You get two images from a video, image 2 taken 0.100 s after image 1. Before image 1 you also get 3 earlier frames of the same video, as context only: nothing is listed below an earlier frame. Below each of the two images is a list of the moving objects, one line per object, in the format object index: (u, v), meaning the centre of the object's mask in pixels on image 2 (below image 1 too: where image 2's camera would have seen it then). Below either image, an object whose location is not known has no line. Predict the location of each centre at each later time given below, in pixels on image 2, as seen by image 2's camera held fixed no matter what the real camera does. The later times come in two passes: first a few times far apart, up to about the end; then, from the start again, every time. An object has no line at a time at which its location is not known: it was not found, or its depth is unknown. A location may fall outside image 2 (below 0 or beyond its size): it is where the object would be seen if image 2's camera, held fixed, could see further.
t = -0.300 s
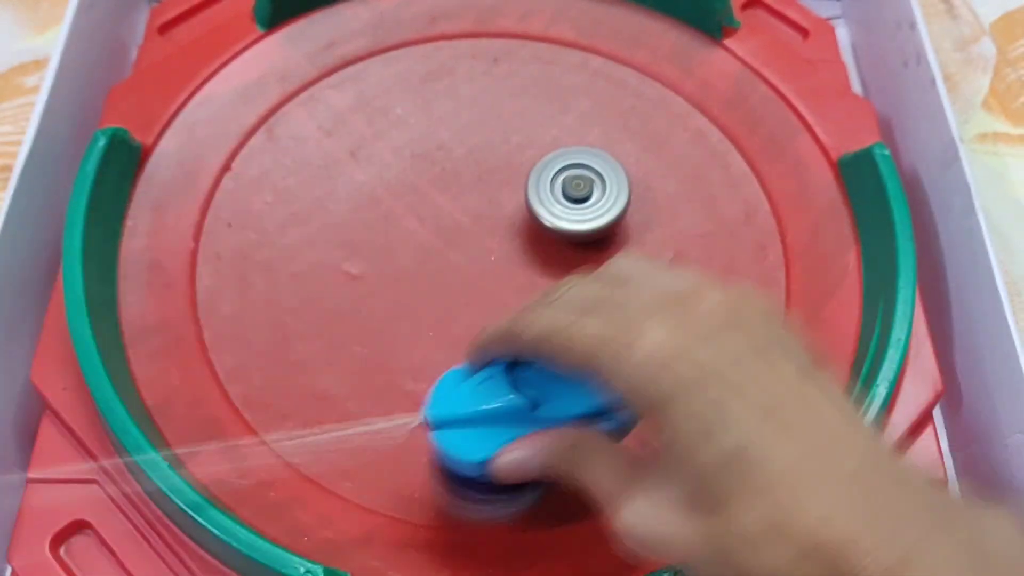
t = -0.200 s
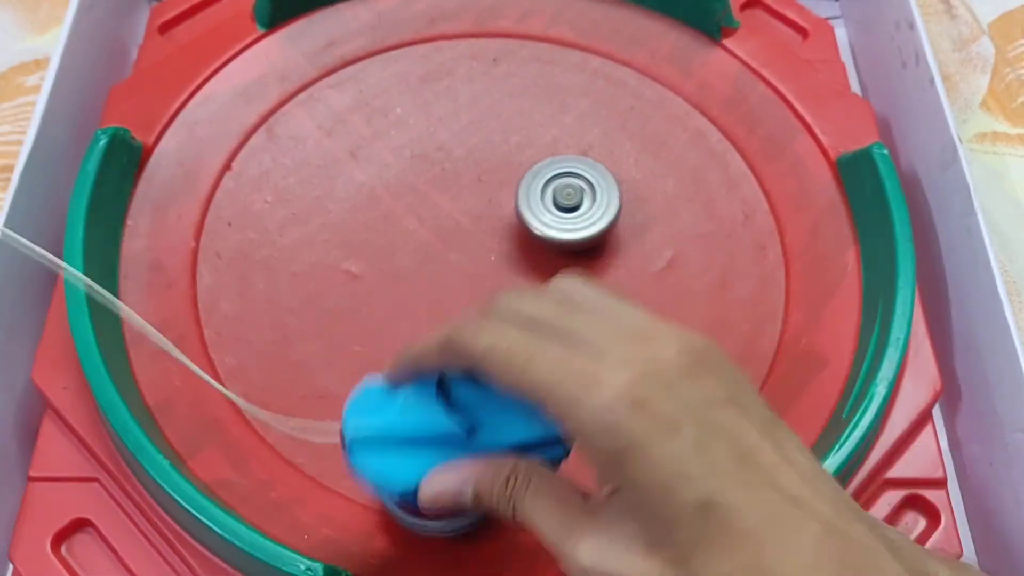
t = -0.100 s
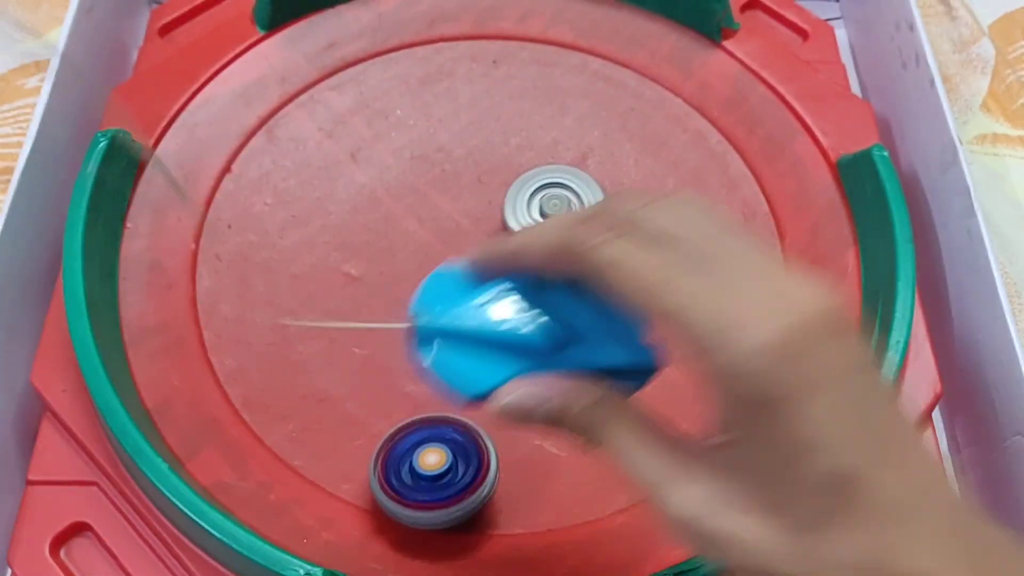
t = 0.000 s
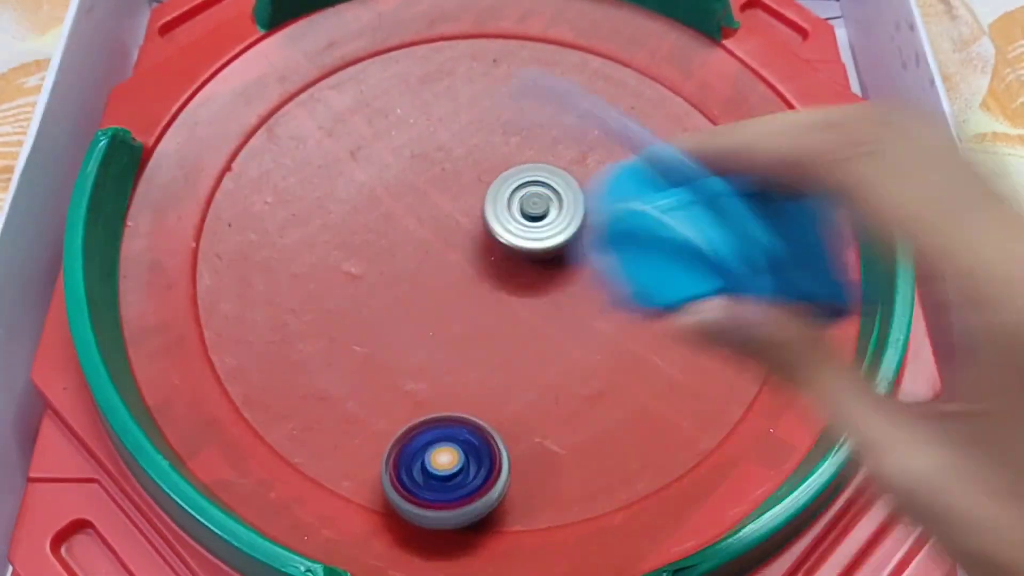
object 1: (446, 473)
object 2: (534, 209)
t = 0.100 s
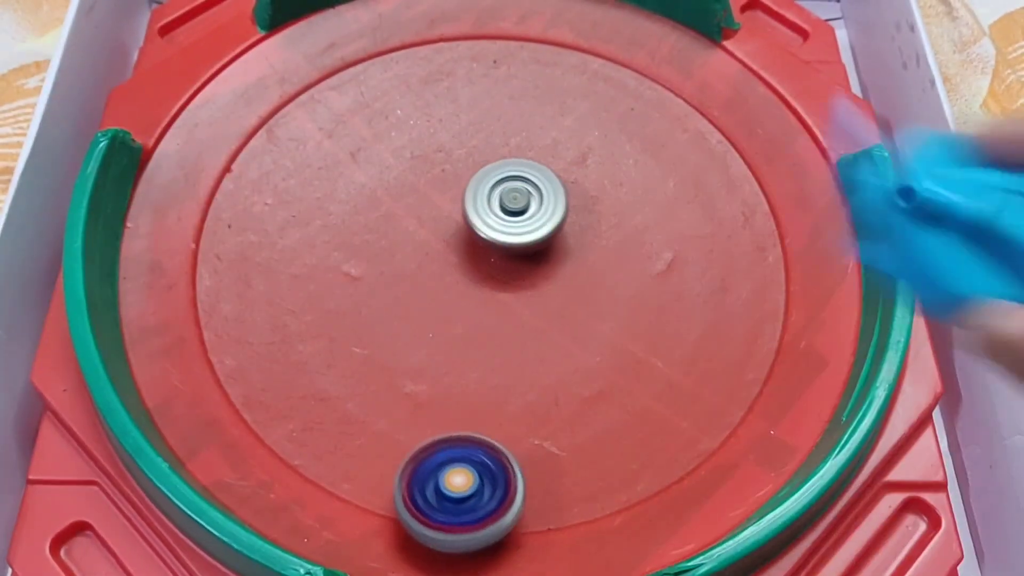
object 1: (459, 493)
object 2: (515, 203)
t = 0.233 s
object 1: (483, 497)
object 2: (494, 196)
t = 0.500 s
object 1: (491, 415)
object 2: (478, 182)
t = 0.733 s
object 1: (388, 365)
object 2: (480, 194)
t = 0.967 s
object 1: (306, 390)
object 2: (463, 218)
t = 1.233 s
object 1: (370, 387)
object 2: (444, 241)
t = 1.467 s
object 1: (318, 295)
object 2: (453, 245)
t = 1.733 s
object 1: (273, 318)
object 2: (486, 271)
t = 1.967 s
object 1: (353, 267)
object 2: (487, 301)
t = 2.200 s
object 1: (320, 170)
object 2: (467, 294)
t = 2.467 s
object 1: (268, 196)
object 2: (516, 281)
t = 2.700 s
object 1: (389, 198)
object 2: (552, 297)
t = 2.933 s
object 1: (433, 89)
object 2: (540, 298)
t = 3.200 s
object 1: (345, 84)
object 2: (560, 261)
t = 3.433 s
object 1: (444, 160)
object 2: (574, 258)
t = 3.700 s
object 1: (564, 81)
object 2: (569, 253)
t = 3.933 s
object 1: (516, 36)
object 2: (561, 232)
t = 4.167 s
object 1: (501, 119)
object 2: (567, 221)
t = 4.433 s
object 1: (613, 148)
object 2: (533, 252)
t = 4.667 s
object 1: (656, 117)
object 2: (489, 238)
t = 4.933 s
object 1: (618, 130)
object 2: (509, 225)
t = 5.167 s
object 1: (642, 198)
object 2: (509, 246)
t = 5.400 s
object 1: (690, 226)
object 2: (477, 252)
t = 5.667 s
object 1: (708, 235)
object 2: (488, 237)
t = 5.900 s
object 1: (699, 279)
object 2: (501, 258)
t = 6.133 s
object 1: (704, 299)
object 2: (489, 265)
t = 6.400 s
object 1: (664, 354)
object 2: (502, 253)
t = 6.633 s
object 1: (653, 365)
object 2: (527, 257)
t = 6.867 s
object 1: (584, 405)
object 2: (535, 264)
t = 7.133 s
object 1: (601, 388)
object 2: (544, 260)
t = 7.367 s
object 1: (471, 365)
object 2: (555, 250)
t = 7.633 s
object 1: (418, 437)
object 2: (563, 257)
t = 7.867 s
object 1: (497, 393)
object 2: (547, 243)
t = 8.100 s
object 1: (420, 290)
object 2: (557, 224)
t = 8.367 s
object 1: (292, 279)
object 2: (550, 238)
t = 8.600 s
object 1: (317, 345)
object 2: (534, 233)
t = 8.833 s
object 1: (427, 277)
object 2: (529, 234)
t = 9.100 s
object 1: (376, 176)
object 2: (555, 236)
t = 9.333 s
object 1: (325, 166)
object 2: (560, 244)
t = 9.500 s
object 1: (333, 190)
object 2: (552, 250)
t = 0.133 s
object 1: (466, 497)
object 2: (509, 201)
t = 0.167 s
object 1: (473, 499)
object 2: (504, 199)
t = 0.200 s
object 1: (478, 499)
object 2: (499, 198)
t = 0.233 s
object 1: (483, 497)
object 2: (494, 196)
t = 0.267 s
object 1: (489, 494)
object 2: (489, 194)
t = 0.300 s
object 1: (494, 487)
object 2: (484, 192)
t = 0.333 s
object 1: (500, 480)
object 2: (481, 190)
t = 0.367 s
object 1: (505, 469)
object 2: (479, 187)
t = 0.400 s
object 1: (507, 456)
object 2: (478, 185)
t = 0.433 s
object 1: (506, 443)
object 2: (477, 184)
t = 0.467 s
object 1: (500, 428)
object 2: (478, 182)
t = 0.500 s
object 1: (491, 415)
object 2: (478, 182)
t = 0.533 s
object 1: (477, 402)
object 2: (478, 182)
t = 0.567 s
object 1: (461, 391)
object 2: (479, 182)
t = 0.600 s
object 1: (445, 382)
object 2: (479, 183)
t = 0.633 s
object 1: (429, 375)
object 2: (481, 185)
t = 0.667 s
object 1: (414, 369)
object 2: (481, 188)
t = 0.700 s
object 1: (402, 367)
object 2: (481, 191)
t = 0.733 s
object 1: (388, 365)
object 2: (480, 194)
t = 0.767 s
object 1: (371, 364)
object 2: (478, 197)
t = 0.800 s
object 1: (355, 365)
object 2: (476, 199)
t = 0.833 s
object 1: (340, 366)
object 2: (474, 202)
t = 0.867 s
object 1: (324, 368)
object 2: (472, 206)
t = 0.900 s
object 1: (316, 373)
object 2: (469, 211)
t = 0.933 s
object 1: (310, 381)
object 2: (466, 215)
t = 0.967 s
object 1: (306, 390)
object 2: (463, 218)
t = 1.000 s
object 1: (306, 397)
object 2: (461, 221)
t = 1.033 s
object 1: (307, 404)
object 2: (459, 225)
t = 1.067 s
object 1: (311, 409)
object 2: (456, 227)
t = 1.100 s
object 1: (319, 413)
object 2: (454, 230)
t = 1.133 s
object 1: (329, 413)
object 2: (451, 233)
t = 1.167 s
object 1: (342, 409)
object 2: (449, 236)
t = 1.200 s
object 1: (357, 400)
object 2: (447, 238)
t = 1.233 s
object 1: (370, 387)
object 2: (444, 241)
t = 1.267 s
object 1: (378, 368)
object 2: (442, 243)
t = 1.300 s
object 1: (380, 348)
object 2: (440, 246)
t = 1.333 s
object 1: (376, 331)
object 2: (437, 248)
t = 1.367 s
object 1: (362, 320)
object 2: (440, 245)
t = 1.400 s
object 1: (347, 309)
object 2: (443, 244)
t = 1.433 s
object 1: (333, 301)
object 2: (447, 244)
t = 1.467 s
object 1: (318, 295)
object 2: (453, 245)
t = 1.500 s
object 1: (305, 291)
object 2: (459, 245)
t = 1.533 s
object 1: (291, 289)
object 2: (465, 246)
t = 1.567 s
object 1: (279, 288)
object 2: (470, 247)
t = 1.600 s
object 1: (270, 293)
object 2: (476, 250)
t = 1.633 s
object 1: (265, 299)
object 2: (481, 254)
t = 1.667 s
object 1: (264, 305)
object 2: (484, 259)
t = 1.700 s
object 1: (267, 312)
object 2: (486, 265)
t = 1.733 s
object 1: (273, 318)
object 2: (486, 271)
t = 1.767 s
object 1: (284, 322)
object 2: (486, 275)
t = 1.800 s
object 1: (298, 323)
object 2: (486, 280)
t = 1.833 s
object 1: (312, 317)
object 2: (485, 285)
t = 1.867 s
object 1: (324, 307)
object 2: (486, 288)
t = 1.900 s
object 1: (337, 295)
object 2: (486, 293)
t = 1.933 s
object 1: (347, 283)
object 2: (487, 297)
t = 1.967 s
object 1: (353, 267)
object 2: (487, 301)
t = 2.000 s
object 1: (356, 249)
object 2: (485, 304)
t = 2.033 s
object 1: (358, 231)
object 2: (480, 305)
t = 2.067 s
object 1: (355, 216)
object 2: (475, 305)
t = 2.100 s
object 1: (349, 201)
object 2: (470, 304)
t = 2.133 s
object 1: (341, 188)
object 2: (467, 302)
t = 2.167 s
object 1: (331, 178)
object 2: (465, 299)
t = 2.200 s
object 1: (320, 170)
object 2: (467, 294)
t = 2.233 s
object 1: (309, 164)
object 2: (471, 289)
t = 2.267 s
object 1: (297, 161)
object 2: (477, 288)
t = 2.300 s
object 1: (287, 161)
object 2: (483, 286)
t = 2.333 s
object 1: (277, 163)
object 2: (489, 283)
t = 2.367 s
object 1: (271, 168)
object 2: (495, 281)
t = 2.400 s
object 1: (266, 176)
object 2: (503, 280)
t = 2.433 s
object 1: (265, 187)
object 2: (509, 280)
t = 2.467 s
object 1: (268, 196)
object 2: (516, 281)
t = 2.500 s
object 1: (276, 205)
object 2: (523, 282)
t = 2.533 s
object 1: (289, 214)
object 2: (530, 283)
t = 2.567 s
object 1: (306, 218)
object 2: (537, 285)
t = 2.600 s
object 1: (326, 218)
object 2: (544, 287)
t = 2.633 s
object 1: (349, 216)
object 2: (548, 289)
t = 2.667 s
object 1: (370, 209)
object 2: (550, 293)
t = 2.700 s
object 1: (389, 198)
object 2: (552, 297)
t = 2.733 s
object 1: (408, 183)
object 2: (551, 300)
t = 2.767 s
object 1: (421, 167)
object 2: (551, 303)
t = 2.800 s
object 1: (432, 151)
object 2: (549, 304)
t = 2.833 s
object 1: (439, 133)
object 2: (547, 304)
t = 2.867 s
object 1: (441, 116)
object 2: (545, 304)
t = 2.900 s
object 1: (438, 101)
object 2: (542, 301)
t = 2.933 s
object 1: (433, 89)
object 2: (540, 298)
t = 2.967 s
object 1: (424, 76)
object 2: (539, 293)
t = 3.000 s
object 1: (412, 68)
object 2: (539, 288)
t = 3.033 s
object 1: (399, 62)
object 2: (542, 283)
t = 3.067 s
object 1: (386, 60)
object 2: (545, 278)
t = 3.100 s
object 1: (372, 60)
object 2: (548, 274)
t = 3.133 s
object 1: (359, 65)
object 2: (552, 269)
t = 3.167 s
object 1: (349, 73)
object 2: (556, 264)
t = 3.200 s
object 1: (345, 84)
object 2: (560, 261)
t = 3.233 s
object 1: (344, 97)
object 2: (564, 258)
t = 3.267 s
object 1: (348, 112)
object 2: (567, 257)
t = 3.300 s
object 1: (358, 126)
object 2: (569, 257)
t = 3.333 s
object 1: (374, 140)
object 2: (570, 257)
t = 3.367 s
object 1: (394, 152)
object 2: (572, 257)
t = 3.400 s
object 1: (417, 159)
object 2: (573, 257)
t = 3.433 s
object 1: (444, 160)
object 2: (574, 258)
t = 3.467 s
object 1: (468, 157)
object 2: (574, 257)
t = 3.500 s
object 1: (491, 151)
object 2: (574, 257)
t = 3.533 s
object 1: (512, 142)
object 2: (574, 257)
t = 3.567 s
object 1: (530, 131)
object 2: (574, 257)
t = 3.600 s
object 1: (543, 119)
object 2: (573, 256)
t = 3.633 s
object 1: (553, 107)
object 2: (572, 255)
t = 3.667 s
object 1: (560, 93)
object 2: (570, 254)
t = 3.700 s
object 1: (564, 81)
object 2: (569, 253)
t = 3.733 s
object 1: (564, 68)
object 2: (567, 251)
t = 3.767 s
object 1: (561, 56)
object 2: (565, 248)
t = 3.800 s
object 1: (556, 47)
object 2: (564, 245)
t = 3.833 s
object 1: (547, 41)
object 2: (563, 243)
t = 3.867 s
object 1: (537, 37)
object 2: (563, 239)
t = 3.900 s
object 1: (526, 36)
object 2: (562, 236)
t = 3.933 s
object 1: (516, 36)
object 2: (561, 232)
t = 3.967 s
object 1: (505, 39)
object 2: (561, 228)
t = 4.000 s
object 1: (495, 44)
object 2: (561, 225)
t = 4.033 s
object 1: (489, 56)
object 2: (561, 224)
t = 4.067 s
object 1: (485, 71)
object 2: (562, 224)
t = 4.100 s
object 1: (485, 88)
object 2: (564, 223)
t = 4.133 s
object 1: (491, 104)
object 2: (565, 222)
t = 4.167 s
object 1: (501, 119)
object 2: (567, 221)
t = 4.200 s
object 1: (513, 132)
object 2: (567, 221)
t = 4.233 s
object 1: (528, 141)
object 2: (567, 224)
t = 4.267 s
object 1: (543, 144)
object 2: (568, 235)
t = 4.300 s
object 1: (557, 146)
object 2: (564, 242)
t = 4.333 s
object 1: (571, 150)
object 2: (558, 246)
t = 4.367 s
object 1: (586, 151)
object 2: (550, 248)
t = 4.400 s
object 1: (599, 149)
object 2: (542, 250)
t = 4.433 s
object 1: (613, 148)
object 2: (533, 252)
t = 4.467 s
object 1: (624, 144)
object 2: (524, 252)
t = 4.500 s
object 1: (634, 141)
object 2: (517, 251)
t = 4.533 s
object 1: (643, 137)
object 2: (509, 249)
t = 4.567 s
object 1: (650, 132)
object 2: (503, 246)
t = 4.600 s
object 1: (654, 127)
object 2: (497, 244)
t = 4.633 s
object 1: (656, 121)
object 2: (492, 241)
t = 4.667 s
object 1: (656, 117)
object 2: (489, 238)
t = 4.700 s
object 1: (654, 113)
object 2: (486, 234)
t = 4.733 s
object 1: (652, 110)
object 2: (486, 231)
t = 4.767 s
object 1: (648, 108)
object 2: (487, 227)
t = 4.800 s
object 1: (642, 107)
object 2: (489, 224)
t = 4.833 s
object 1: (635, 109)
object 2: (493, 222)
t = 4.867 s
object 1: (628, 113)
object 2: (499, 222)
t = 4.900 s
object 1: (621, 120)
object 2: (504, 223)
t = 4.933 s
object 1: (618, 130)
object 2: (509, 225)
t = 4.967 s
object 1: (619, 141)
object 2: (513, 228)
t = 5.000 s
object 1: (621, 150)
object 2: (516, 232)
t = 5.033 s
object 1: (623, 160)
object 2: (517, 235)
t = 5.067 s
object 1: (626, 169)
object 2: (517, 238)
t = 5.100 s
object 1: (630, 180)
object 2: (515, 241)
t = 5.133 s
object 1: (636, 190)
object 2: (513, 244)
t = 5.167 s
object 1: (642, 198)
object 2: (509, 246)
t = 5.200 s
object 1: (650, 206)
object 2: (506, 248)
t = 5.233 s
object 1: (658, 213)
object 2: (501, 250)
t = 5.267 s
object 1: (665, 217)
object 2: (496, 252)
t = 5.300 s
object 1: (673, 220)
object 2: (490, 253)
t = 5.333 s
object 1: (679, 223)
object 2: (486, 254)
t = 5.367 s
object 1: (684, 225)
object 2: (481, 253)
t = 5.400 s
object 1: (690, 226)
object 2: (477, 252)
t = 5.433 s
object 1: (695, 228)
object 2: (475, 250)
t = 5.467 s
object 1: (698, 231)
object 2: (473, 247)
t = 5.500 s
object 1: (702, 232)
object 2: (472, 244)
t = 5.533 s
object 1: (706, 233)
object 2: (473, 241)
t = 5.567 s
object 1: (708, 233)
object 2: (476, 239)
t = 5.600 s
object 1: (709, 233)
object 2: (480, 236)
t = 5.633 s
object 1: (709, 233)
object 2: (484, 236)
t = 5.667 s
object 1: (708, 235)
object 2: (488, 237)
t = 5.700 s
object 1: (707, 238)
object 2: (493, 239)
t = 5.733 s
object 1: (704, 241)
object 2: (496, 242)
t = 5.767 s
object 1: (701, 247)
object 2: (499, 245)
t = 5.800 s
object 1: (699, 255)
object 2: (501, 248)
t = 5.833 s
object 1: (698, 263)
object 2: (501, 251)
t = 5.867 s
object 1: (698, 270)
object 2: (501, 254)
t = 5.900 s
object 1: (699, 279)
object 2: (501, 258)
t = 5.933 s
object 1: (701, 286)
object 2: (500, 261)
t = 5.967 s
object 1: (703, 292)
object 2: (497, 263)
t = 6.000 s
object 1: (705, 296)
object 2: (495, 264)
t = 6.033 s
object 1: (706, 298)
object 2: (494, 266)
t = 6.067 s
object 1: (707, 299)
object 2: (492, 266)
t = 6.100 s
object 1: (707, 299)
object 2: (491, 266)
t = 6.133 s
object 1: (704, 299)
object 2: (489, 265)
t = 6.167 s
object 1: (698, 300)
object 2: (486, 264)
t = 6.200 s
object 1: (691, 306)
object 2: (484, 262)
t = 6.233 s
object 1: (683, 313)
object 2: (485, 260)
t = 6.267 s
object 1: (676, 321)
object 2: (486, 257)
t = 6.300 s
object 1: (671, 330)
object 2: (488, 255)
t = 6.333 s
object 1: (668, 338)
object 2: (493, 253)
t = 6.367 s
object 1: (666, 347)
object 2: (498, 252)
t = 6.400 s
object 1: (664, 354)
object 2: (502, 253)
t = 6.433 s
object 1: (664, 360)
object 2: (507, 253)
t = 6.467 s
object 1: (664, 364)
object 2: (511, 253)
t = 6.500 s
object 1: (665, 366)
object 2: (515, 253)
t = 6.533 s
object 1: (665, 366)
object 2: (519, 254)
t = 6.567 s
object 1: (664, 366)
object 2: (522, 255)
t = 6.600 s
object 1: (661, 365)
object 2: (525, 256)
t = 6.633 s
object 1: (653, 365)
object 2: (527, 257)
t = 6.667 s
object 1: (643, 366)
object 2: (529, 258)
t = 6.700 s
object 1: (633, 370)
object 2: (531, 260)
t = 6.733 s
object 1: (623, 374)
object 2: (532, 260)
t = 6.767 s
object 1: (611, 380)
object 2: (533, 261)
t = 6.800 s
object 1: (601, 387)
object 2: (534, 262)
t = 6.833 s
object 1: (592, 396)
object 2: (535, 263)
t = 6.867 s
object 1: (584, 405)
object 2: (535, 264)
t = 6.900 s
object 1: (579, 415)
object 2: (536, 264)
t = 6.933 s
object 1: (580, 423)
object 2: (538, 264)
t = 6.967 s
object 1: (586, 429)
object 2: (540, 264)
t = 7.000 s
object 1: (595, 429)
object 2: (540, 264)
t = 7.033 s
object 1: (603, 424)
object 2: (542, 263)
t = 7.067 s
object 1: (609, 414)
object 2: (542, 262)
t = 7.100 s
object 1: (608, 401)
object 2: (543, 261)
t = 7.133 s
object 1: (601, 388)
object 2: (544, 260)
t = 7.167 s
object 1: (587, 377)
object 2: (544, 259)
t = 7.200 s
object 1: (572, 368)
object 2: (544, 256)
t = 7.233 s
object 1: (555, 362)
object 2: (545, 255)
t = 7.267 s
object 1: (533, 358)
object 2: (547, 253)
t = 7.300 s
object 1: (512, 358)
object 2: (550, 252)
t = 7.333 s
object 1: (491, 360)
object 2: (552, 250)
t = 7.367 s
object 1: (471, 365)
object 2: (555, 250)
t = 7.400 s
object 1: (453, 371)
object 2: (557, 249)
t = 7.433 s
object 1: (438, 379)
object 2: (559, 249)
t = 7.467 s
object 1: (425, 387)
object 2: (561, 249)
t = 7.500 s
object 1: (417, 397)
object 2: (564, 249)
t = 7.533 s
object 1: (411, 409)
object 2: (565, 251)
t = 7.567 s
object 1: (407, 419)
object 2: (565, 253)
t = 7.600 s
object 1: (410, 428)
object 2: (565, 255)
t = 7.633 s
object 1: (418, 437)
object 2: (563, 257)
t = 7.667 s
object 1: (429, 443)
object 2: (561, 258)
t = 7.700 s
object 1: (443, 445)
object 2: (557, 256)
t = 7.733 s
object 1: (459, 443)
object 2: (554, 254)
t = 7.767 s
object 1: (475, 435)
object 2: (552, 251)
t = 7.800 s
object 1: (487, 425)
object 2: (550, 249)
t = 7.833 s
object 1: (494, 409)
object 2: (548, 245)
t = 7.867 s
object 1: (497, 393)
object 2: (547, 243)
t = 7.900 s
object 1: (496, 375)
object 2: (547, 240)
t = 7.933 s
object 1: (491, 357)
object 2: (548, 237)
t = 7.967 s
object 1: (481, 340)
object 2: (548, 234)
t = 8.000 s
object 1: (467, 325)
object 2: (550, 231)
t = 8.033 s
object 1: (453, 312)
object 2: (552, 228)
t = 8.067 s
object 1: (437, 299)
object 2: (554, 226)
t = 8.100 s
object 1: (420, 290)
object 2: (557, 224)
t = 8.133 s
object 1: (405, 282)
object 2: (560, 225)
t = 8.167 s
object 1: (388, 275)
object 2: (562, 227)
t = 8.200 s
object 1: (367, 269)
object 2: (563, 230)
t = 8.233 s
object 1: (349, 265)
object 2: (563, 233)
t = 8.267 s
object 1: (331, 265)
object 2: (561, 236)
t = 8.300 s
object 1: (315, 268)
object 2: (558, 237)
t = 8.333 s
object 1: (303, 273)
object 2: (554, 238)
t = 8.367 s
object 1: (292, 279)
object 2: (550, 238)
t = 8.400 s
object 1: (283, 286)
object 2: (546, 238)
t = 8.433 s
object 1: (277, 295)
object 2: (543, 237)
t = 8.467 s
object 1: (276, 306)
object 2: (541, 236)
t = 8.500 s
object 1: (279, 317)
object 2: (538, 236)
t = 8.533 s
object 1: (286, 328)
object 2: (536, 235)
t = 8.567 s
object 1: (299, 338)
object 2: (535, 234)
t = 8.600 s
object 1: (317, 345)
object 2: (534, 233)
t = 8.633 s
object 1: (333, 345)
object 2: (533, 233)
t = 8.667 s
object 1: (353, 342)
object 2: (532, 232)
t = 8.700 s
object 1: (372, 336)
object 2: (532, 232)
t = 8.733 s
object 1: (390, 327)
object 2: (532, 232)
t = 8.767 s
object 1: (406, 311)
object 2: (532, 232)
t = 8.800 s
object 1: (418, 293)
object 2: (530, 233)
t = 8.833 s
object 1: (427, 277)
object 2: (529, 234)
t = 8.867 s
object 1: (422, 261)
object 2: (537, 233)
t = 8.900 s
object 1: (419, 246)
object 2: (543, 233)
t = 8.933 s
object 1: (415, 232)
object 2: (547, 233)
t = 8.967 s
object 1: (408, 219)
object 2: (549, 233)
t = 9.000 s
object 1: (401, 207)
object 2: (551, 234)
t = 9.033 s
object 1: (393, 196)
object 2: (553, 234)
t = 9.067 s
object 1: (385, 185)
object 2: (554, 235)
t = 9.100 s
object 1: (376, 176)
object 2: (555, 236)
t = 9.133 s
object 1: (367, 170)
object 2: (557, 236)
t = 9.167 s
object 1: (358, 166)
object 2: (557, 237)
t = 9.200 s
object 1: (348, 164)
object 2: (558, 238)
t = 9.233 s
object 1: (340, 163)
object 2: (559, 239)
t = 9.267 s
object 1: (333, 163)
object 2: (559, 241)
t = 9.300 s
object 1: (328, 164)
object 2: (560, 242)
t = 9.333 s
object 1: (325, 166)
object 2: (560, 244)
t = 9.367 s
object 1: (322, 169)
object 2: (560, 246)
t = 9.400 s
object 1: (322, 173)
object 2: (559, 247)
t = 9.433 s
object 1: (324, 178)
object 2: (557, 249)
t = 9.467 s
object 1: (327, 184)
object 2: (554, 250)
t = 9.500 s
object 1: (333, 190)
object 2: (552, 250)
